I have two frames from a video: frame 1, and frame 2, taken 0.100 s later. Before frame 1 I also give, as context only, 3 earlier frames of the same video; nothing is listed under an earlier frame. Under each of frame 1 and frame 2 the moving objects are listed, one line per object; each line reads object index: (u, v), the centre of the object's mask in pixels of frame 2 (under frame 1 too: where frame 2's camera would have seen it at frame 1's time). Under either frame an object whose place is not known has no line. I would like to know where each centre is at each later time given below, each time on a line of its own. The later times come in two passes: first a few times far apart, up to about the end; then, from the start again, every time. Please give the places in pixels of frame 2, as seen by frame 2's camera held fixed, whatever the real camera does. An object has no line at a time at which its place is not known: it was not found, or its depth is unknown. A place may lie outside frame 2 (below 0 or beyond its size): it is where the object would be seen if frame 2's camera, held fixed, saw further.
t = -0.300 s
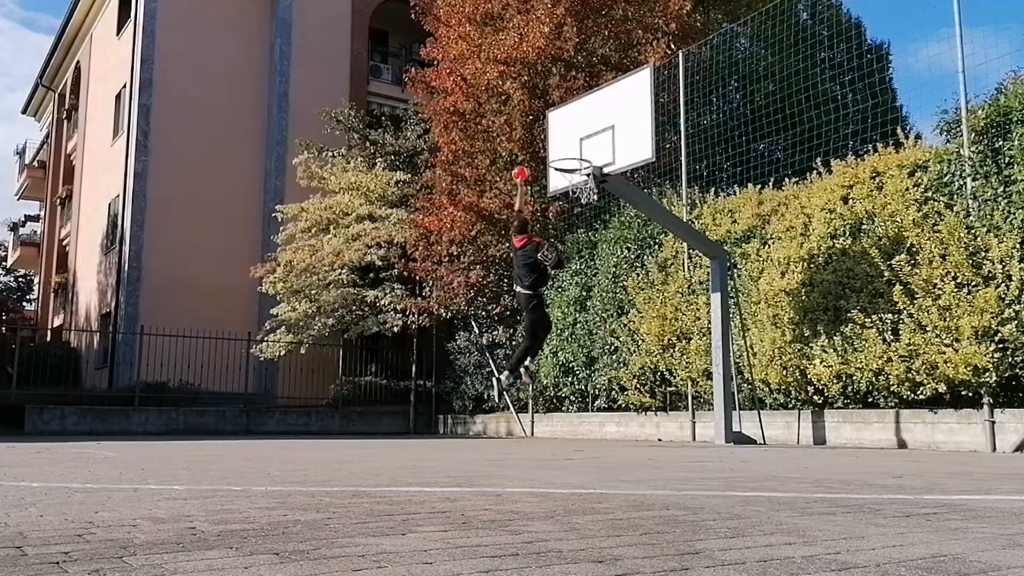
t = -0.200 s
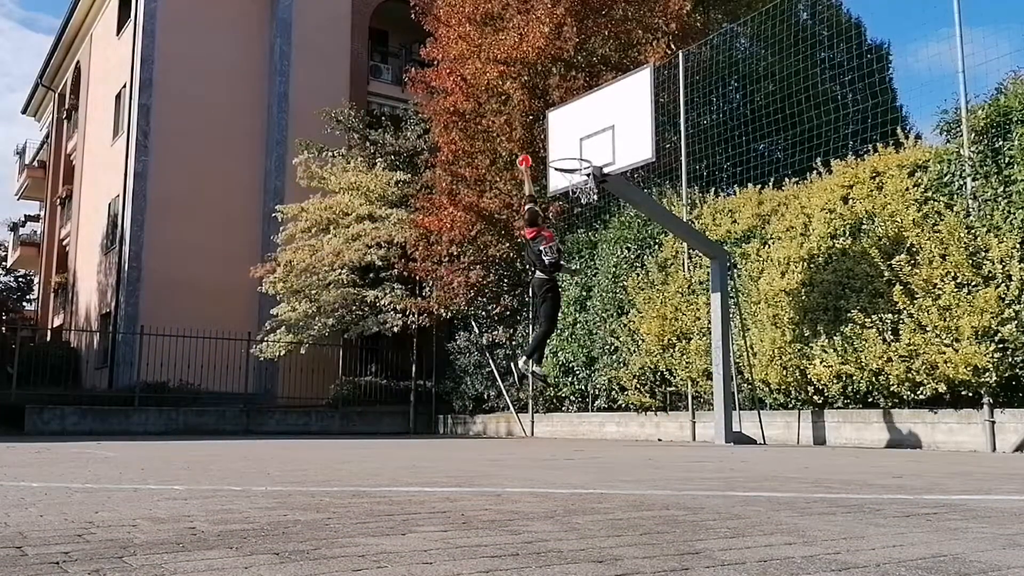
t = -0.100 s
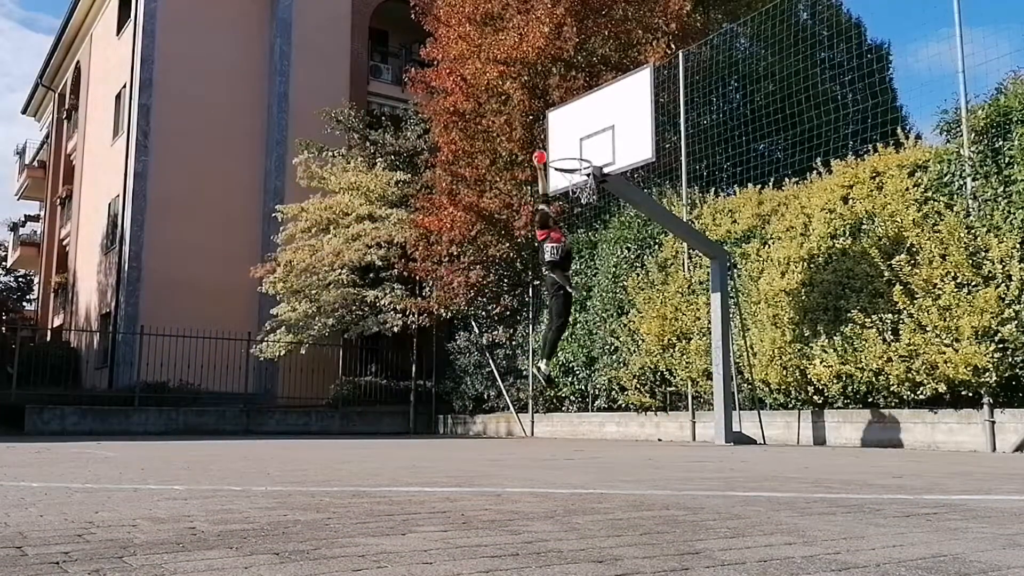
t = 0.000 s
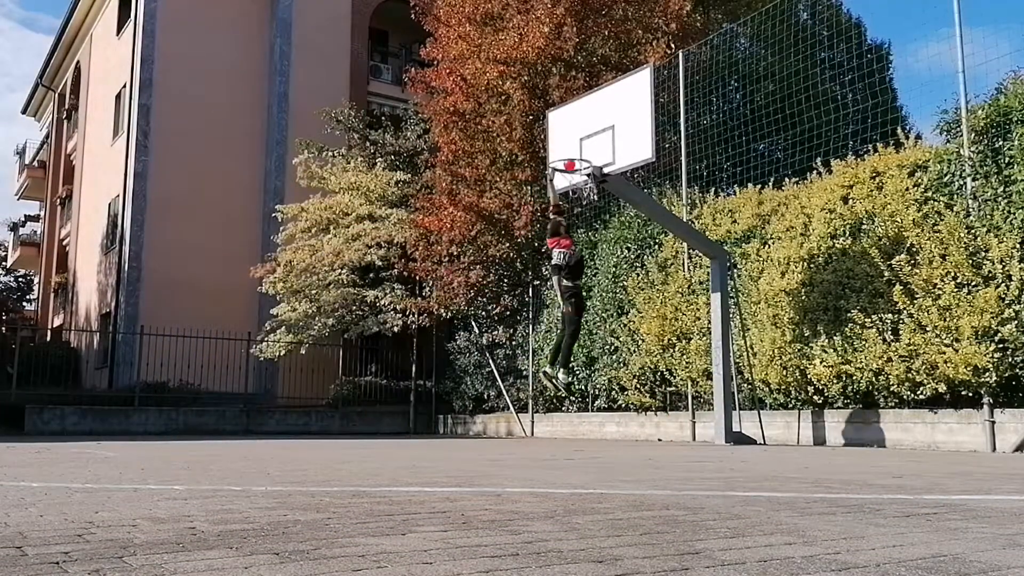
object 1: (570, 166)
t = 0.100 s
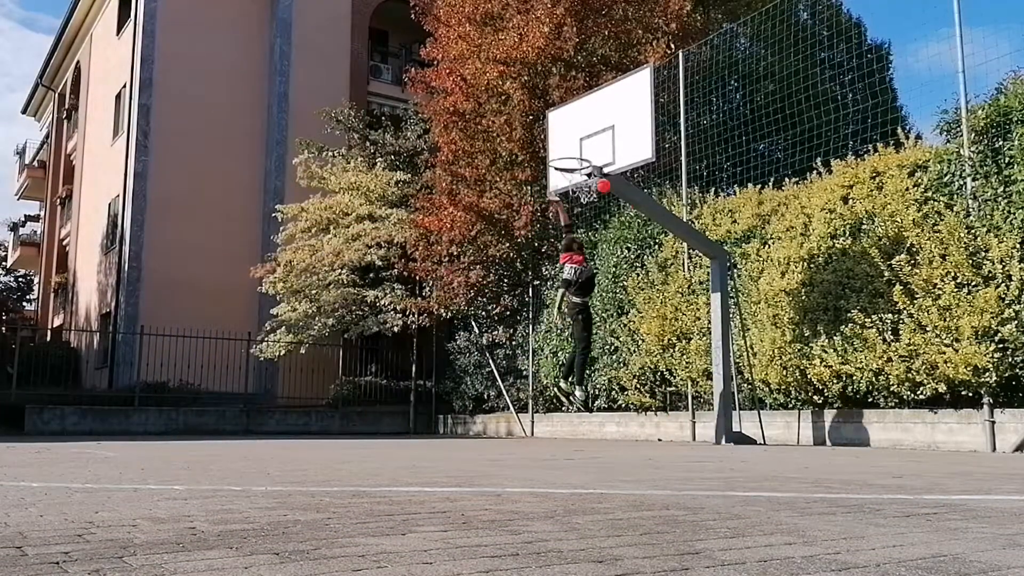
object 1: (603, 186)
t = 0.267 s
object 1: (659, 242)
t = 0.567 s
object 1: (766, 418)
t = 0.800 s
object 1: (805, 377)
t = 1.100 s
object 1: (844, 345)
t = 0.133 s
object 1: (614, 195)
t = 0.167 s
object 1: (625, 205)
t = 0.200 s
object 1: (636, 216)
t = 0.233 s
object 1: (647, 229)
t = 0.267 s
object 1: (659, 242)
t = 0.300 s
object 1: (671, 258)
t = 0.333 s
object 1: (682, 272)
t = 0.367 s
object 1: (694, 289)
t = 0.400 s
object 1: (705, 308)
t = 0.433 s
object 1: (717, 327)
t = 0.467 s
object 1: (729, 348)
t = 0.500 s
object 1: (742, 370)
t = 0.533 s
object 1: (755, 393)
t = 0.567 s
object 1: (766, 418)
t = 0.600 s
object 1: (780, 444)
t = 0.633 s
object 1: (784, 434)
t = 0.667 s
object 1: (788, 420)
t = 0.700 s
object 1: (792, 408)
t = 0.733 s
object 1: (796, 396)
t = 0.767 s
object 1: (800, 386)
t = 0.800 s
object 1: (805, 377)
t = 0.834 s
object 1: (808, 369)
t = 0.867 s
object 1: (813, 362)
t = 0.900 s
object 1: (818, 356)
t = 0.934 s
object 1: (822, 352)
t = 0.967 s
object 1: (827, 348)
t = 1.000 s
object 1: (830, 346)
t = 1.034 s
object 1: (835, 345)
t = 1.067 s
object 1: (840, 345)
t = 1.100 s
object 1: (844, 345)
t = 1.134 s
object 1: (849, 348)
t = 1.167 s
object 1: (853, 350)
